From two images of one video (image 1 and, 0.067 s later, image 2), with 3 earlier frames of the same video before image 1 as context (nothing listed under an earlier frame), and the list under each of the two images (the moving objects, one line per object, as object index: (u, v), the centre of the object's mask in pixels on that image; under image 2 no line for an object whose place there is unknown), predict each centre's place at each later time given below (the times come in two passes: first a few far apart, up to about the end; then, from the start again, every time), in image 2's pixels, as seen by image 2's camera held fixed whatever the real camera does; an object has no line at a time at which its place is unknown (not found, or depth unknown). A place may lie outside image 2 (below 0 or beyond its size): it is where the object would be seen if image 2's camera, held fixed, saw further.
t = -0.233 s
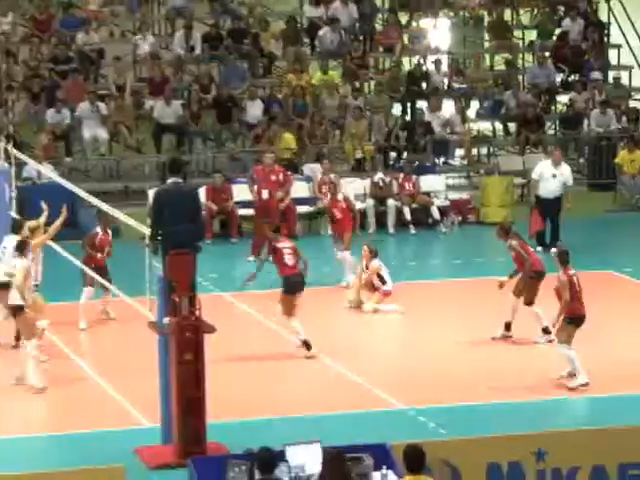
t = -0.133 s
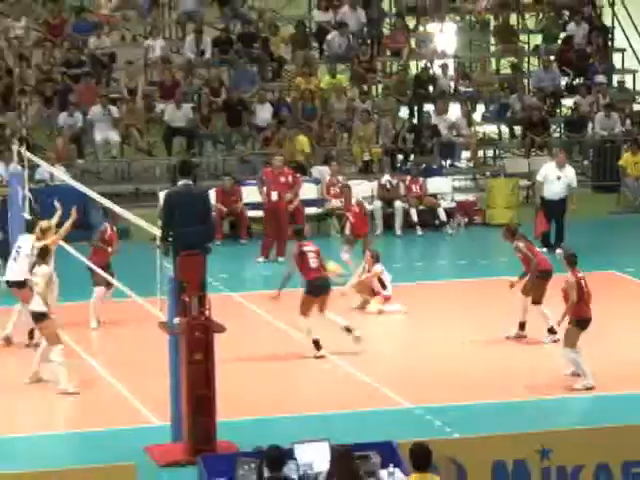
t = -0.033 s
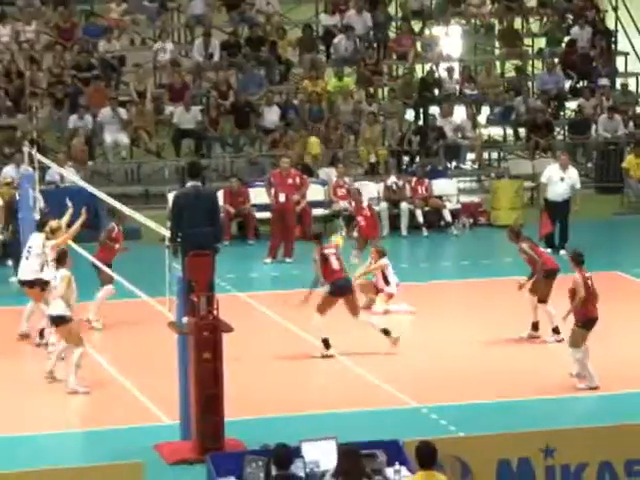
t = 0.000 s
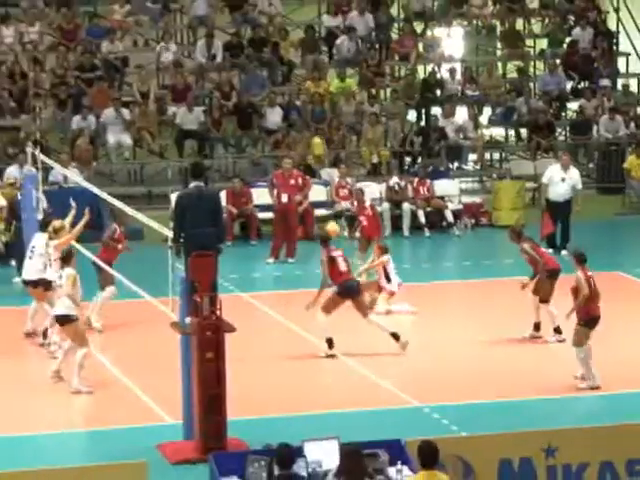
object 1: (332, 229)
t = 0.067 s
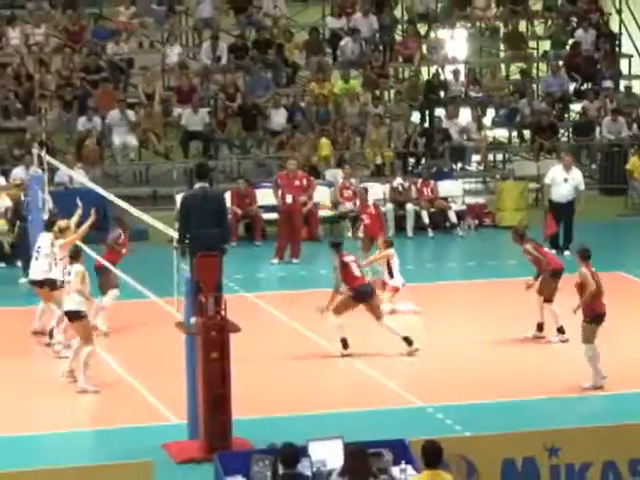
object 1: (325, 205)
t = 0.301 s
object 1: (281, 137)
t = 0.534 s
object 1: (240, 108)
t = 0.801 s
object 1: (197, 121)
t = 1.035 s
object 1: (159, 167)
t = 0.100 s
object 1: (315, 188)
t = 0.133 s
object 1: (310, 181)
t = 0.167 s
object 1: (305, 172)
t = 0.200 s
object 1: (298, 159)
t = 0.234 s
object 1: (291, 151)
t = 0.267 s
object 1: (287, 144)
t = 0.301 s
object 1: (281, 137)
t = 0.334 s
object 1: (275, 131)
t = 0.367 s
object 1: (269, 126)
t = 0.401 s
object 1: (264, 121)
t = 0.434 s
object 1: (258, 117)
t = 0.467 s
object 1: (252, 112)
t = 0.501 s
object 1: (247, 110)
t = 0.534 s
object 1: (240, 108)
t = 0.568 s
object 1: (235, 107)
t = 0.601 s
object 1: (230, 106)
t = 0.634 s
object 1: (225, 106)
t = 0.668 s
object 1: (219, 108)
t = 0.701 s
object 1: (214, 109)
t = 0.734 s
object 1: (207, 111)
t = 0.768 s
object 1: (204, 112)
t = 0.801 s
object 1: (197, 121)
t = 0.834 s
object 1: (190, 124)
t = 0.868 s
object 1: (185, 129)
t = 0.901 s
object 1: (179, 135)
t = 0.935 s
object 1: (175, 141)
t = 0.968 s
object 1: (169, 149)
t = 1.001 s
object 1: (164, 159)
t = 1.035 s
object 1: (159, 167)
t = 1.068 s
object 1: (153, 178)
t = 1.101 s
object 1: (146, 190)
